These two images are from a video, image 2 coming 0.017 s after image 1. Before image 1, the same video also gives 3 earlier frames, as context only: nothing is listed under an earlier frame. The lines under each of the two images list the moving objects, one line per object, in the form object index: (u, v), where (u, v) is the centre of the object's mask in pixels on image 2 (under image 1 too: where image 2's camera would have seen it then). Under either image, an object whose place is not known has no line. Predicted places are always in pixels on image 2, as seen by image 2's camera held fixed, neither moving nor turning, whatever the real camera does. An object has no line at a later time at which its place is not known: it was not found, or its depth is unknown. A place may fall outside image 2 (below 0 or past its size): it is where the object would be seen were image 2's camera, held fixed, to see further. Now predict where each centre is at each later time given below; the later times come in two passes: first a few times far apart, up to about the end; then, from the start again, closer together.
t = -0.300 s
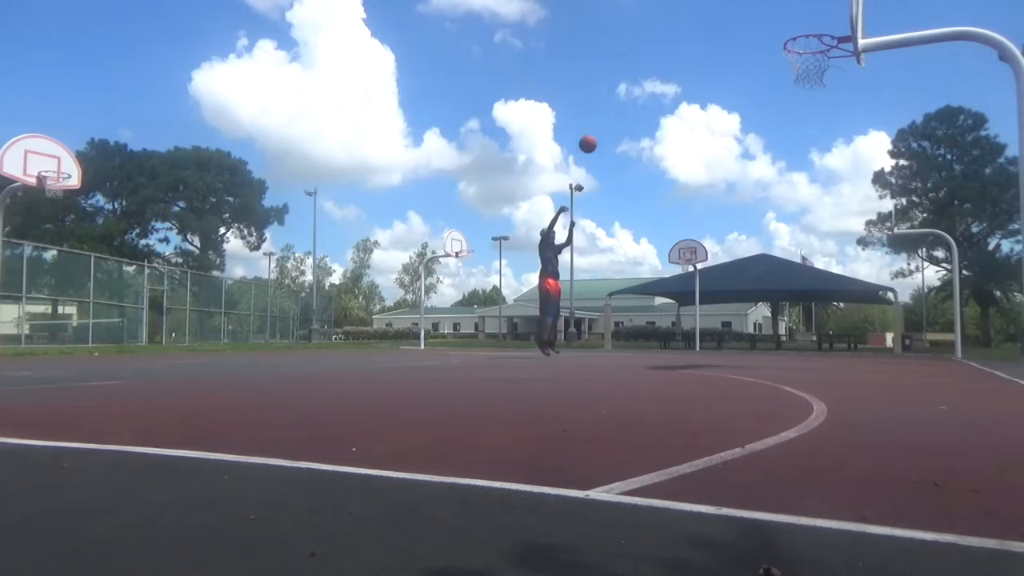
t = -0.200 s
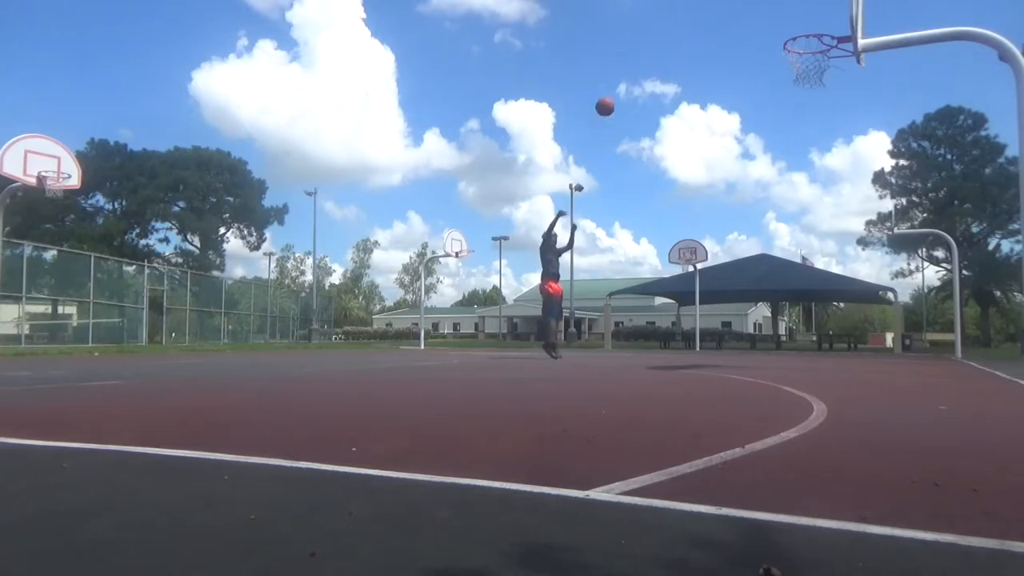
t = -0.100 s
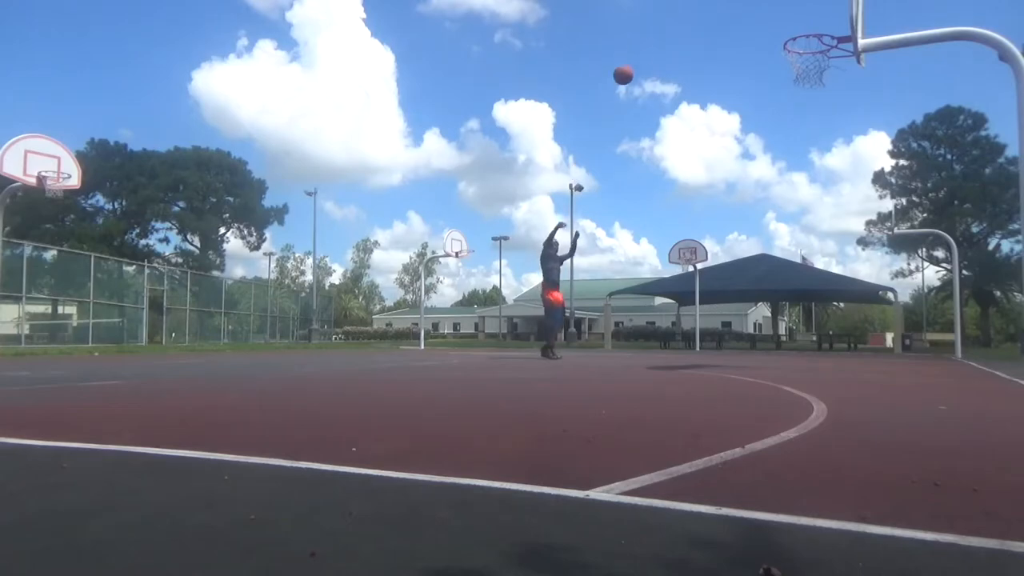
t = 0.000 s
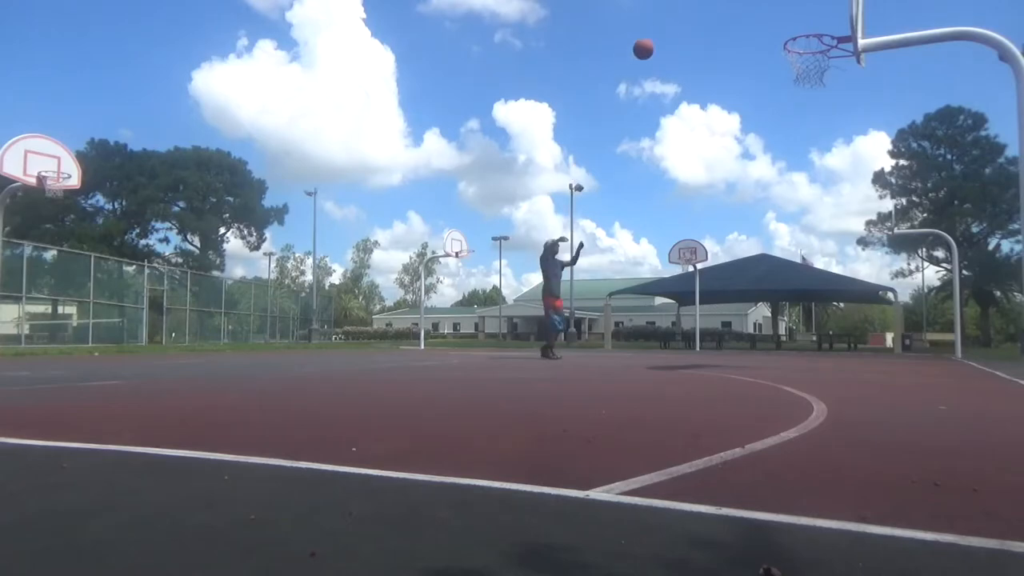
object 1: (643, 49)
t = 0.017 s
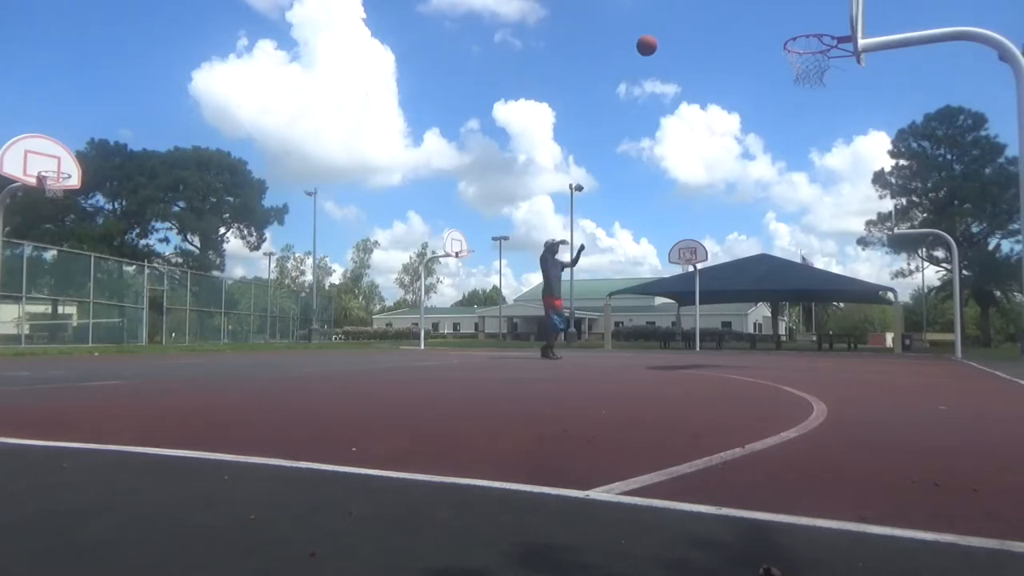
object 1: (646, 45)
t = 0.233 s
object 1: (696, 16)
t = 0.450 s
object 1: (755, 26)
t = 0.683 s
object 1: (786, 77)
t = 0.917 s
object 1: (806, 195)
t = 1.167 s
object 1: (822, 329)
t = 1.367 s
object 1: (797, 205)
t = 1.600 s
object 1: (768, 121)
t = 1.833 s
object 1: (738, 112)
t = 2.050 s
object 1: (708, 189)
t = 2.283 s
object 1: (673, 373)
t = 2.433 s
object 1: (651, 263)
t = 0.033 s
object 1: (650, 42)
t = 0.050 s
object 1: (654, 39)
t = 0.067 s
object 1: (657, 35)
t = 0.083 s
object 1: (661, 33)
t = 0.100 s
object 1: (664, 30)
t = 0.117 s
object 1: (668, 27)
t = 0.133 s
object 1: (672, 25)
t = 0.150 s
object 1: (676, 23)
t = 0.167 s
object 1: (680, 21)
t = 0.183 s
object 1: (684, 19)
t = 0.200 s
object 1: (688, 18)
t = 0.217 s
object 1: (692, 16)
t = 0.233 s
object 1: (696, 16)
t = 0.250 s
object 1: (700, 15)
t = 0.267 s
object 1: (705, 14)
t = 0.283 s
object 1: (709, 14)
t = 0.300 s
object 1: (713, 14)
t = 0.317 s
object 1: (718, 14)
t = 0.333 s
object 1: (722, 15)
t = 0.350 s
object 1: (727, 15)
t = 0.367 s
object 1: (731, 17)
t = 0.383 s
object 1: (736, 18)
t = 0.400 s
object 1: (741, 20)
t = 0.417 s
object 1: (745, 22)
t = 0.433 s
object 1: (750, 24)
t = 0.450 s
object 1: (755, 26)
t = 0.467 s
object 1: (760, 29)
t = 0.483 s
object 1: (765, 32)
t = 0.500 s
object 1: (770, 36)
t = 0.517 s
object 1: (776, 39)
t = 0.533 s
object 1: (778, 42)
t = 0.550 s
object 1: (779, 44)
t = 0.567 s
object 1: (779, 47)
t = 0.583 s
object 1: (781, 51)
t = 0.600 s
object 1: (781, 54)
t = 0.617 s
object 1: (782, 58)
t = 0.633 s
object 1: (783, 62)
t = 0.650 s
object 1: (784, 67)
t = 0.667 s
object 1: (786, 72)
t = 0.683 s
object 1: (786, 77)
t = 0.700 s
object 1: (788, 82)
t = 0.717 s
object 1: (789, 88)
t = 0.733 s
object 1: (790, 95)
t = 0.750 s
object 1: (792, 101)
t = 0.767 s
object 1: (793, 109)
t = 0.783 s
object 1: (794, 117)
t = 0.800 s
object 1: (795, 125)
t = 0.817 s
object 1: (796, 133)
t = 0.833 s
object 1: (798, 142)
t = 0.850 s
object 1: (800, 152)
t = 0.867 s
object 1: (801, 162)
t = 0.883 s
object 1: (803, 172)
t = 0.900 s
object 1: (804, 183)
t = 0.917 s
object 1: (806, 195)
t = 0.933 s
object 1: (808, 207)
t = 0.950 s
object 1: (810, 219)
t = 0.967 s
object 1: (811, 232)
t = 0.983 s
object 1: (813, 246)
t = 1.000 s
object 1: (815, 260)
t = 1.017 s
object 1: (820, 275)
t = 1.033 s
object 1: (820, 290)
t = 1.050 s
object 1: (822, 307)
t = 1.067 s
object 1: (824, 324)
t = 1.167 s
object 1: (822, 329)
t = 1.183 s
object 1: (821, 317)
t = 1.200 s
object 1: (818, 306)
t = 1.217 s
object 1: (817, 293)
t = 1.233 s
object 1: (816, 281)
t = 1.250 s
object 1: (814, 271)
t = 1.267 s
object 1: (810, 258)
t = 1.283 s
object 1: (807, 251)
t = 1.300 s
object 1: (805, 242)
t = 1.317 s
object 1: (803, 232)
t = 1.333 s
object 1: (801, 223)
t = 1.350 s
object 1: (799, 214)
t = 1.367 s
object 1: (797, 205)
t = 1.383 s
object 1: (795, 197)
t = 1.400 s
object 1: (793, 189)
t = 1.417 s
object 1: (791, 181)
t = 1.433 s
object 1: (789, 174)
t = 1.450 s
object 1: (787, 167)
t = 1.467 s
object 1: (785, 161)
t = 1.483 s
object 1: (783, 154)
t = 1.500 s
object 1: (781, 149)
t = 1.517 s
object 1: (778, 143)
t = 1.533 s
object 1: (776, 138)
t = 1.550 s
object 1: (774, 133)
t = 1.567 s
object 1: (772, 129)
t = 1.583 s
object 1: (770, 124)
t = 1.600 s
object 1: (768, 121)
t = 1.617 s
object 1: (766, 118)
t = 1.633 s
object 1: (764, 115)
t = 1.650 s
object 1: (762, 112)
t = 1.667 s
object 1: (760, 110)
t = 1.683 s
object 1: (758, 108)
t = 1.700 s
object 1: (756, 107)
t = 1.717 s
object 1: (753, 106)
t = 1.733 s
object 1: (751, 106)
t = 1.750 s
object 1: (749, 106)
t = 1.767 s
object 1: (747, 106)
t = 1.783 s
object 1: (745, 107)
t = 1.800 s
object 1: (742, 108)
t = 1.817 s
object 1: (740, 110)
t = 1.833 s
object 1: (738, 112)
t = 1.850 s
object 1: (736, 115)
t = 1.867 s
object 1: (734, 118)
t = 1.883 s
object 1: (731, 122)
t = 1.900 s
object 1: (729, 126)
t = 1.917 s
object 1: (726, 131)
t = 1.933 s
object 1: (724, 136)
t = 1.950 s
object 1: (722, 142)
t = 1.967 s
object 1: (720, 149)
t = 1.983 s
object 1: (717, 156)
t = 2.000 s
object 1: (715, 163)
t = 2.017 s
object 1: (713, 171)
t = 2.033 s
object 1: (710, 180)
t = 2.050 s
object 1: (708, 189)
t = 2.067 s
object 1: (706, 199)
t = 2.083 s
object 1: (703, 210)
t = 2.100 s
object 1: (701, 221)
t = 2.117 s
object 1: (699, 232)
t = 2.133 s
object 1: (696, 245)
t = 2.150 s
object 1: (693, 258)
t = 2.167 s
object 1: (691, 274)
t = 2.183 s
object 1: (689, 288)
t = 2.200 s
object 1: (686, 303)
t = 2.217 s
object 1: (683, 319)
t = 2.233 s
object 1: (681, 338)
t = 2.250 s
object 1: (678, 355)
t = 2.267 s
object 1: (675, 374)
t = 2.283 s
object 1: (673, 373)
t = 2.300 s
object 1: (670, 358)
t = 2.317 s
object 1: (669, 345)
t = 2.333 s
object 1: (667, 332)
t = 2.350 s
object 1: (665, 320)
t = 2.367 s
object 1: (661, 309)
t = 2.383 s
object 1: (659, 296)
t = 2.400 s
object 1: (656, 284)
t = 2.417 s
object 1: (654, 274)
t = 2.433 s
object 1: (651, 263)
